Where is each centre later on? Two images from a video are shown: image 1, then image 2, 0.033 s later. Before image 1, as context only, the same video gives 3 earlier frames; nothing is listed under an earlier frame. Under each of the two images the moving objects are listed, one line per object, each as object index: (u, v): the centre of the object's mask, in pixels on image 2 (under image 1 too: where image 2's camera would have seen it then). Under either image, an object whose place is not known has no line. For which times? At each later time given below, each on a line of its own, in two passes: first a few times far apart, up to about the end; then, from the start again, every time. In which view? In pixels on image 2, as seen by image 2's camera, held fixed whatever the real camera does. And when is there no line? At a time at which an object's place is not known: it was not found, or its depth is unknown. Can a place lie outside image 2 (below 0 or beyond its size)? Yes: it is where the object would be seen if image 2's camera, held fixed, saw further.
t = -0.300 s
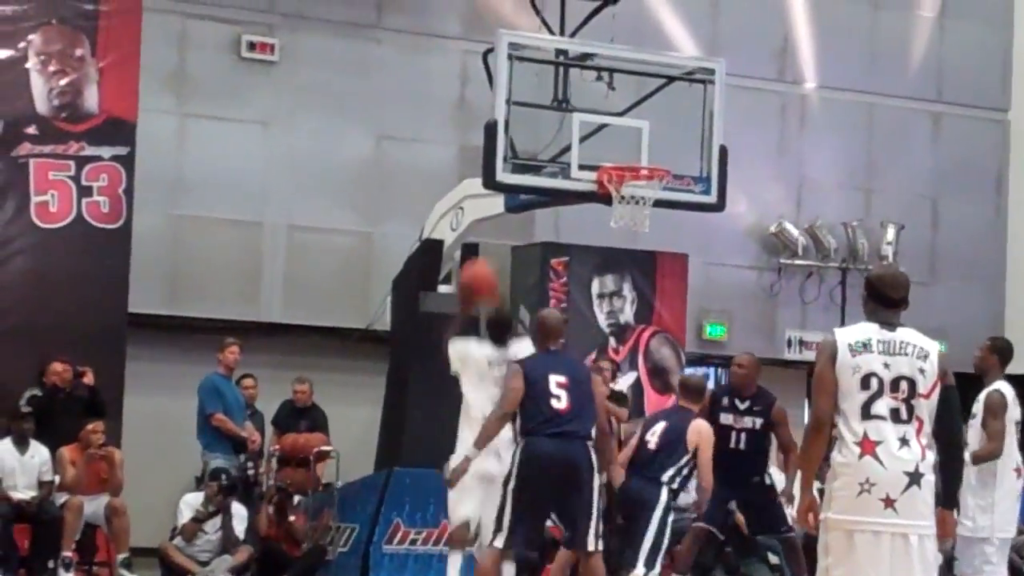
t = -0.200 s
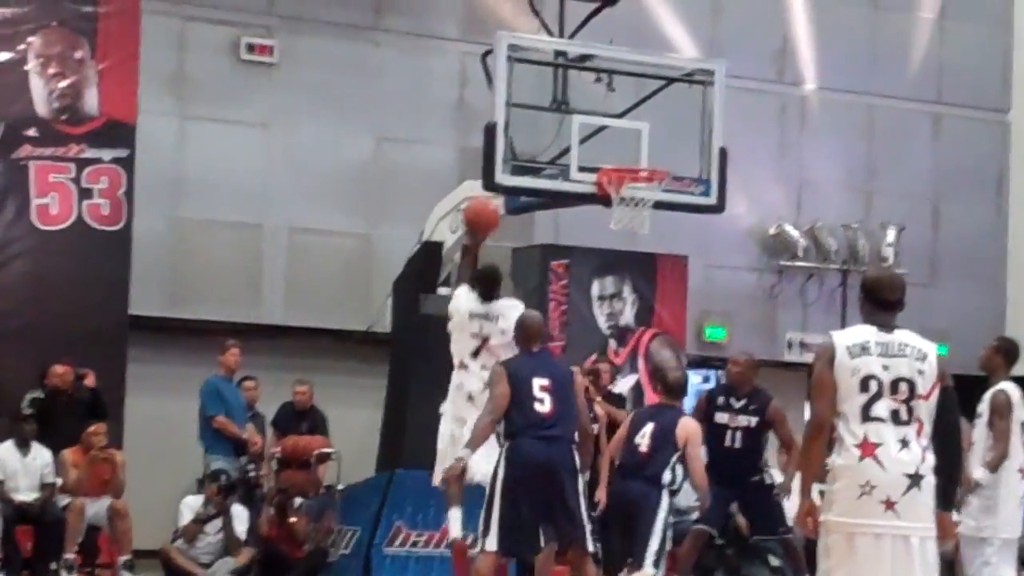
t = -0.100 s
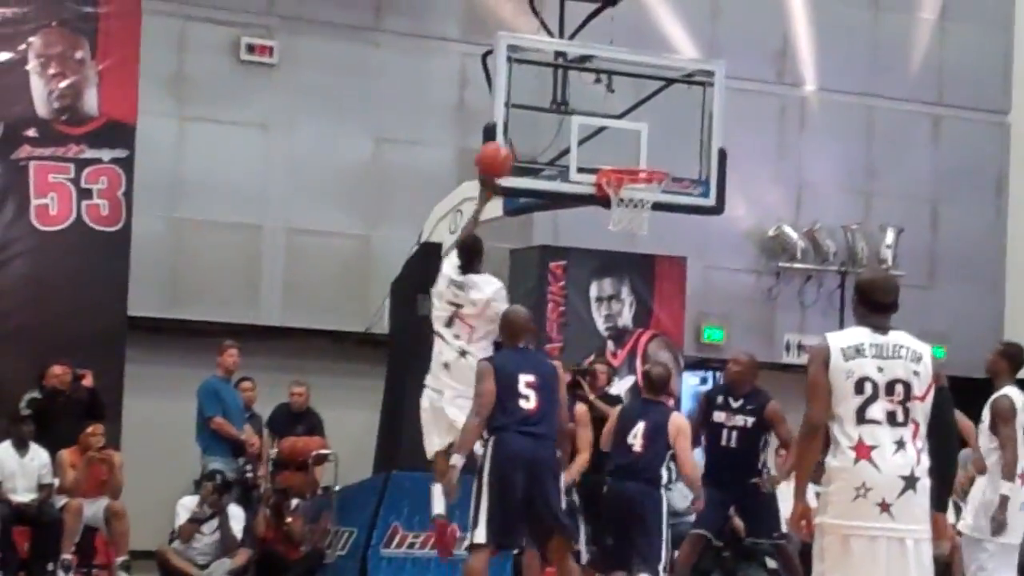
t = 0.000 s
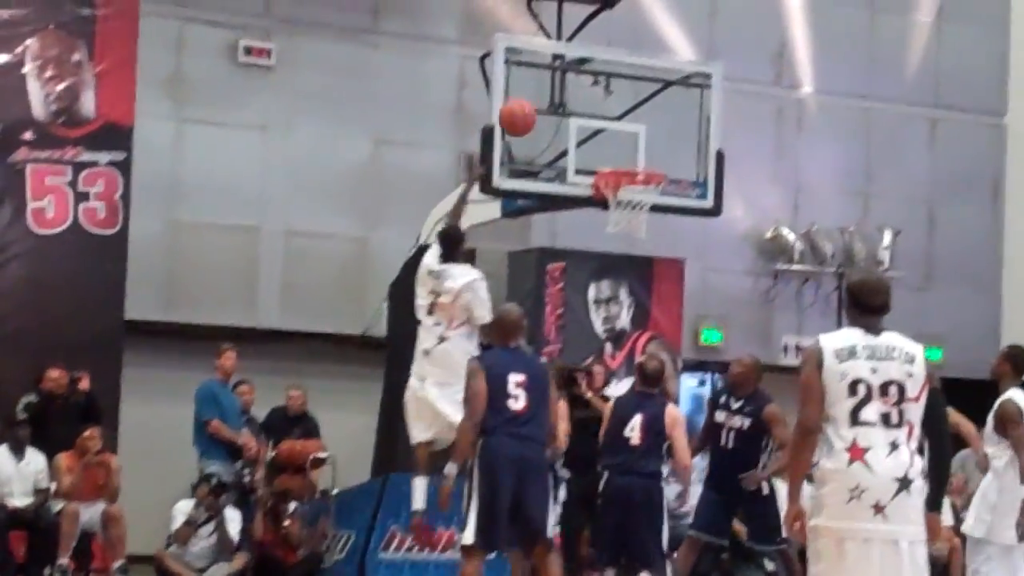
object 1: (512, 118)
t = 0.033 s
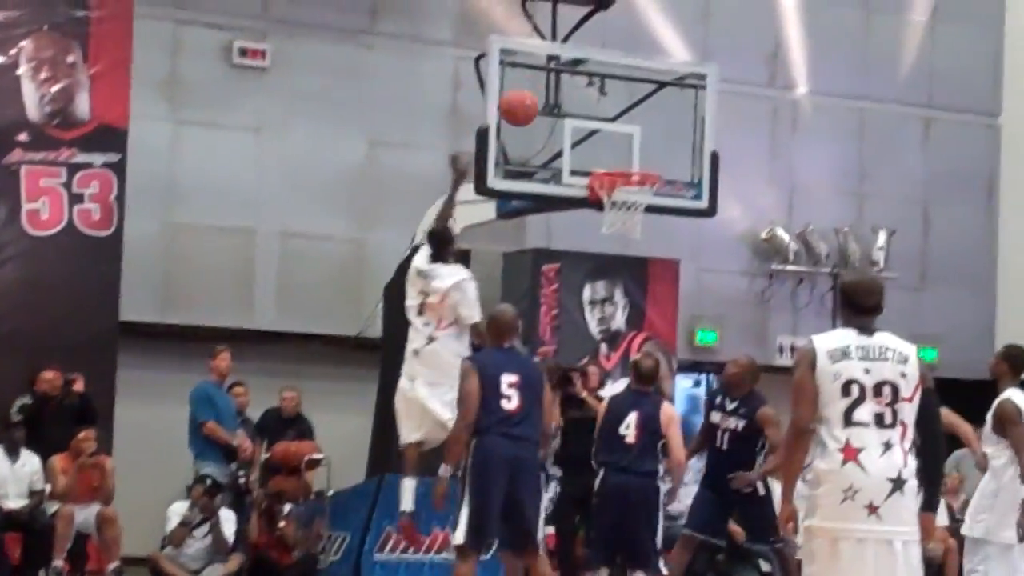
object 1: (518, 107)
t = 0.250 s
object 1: (566, 78)
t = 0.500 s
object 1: (611, 128)
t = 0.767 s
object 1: (667, 134)
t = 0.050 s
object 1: (523, 103)
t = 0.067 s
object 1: (527, 98)
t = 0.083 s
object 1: (530, 94)
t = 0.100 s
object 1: (534, 91)
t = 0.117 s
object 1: (538, 88)
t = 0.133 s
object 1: (542, 85)
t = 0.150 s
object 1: (545, 83)
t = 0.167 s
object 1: (548, 81)
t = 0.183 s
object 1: (552, 80)
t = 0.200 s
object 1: (556, 78)
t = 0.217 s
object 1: (559, 78)
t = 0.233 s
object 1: (563, 77)
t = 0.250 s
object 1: (566, 78)
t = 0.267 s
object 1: (570, 79)
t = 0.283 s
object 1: (573, 80)
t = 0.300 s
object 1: (576, 81)
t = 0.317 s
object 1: (579, 83)
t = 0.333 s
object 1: (583, 85)
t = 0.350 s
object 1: (586, 88)
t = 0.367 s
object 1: (588, 91)
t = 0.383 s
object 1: (591, 93)
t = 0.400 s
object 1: (593, 98)
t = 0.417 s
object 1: (597, 102)
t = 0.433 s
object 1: (600, 106)
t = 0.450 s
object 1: (603, 110)
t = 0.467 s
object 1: (606, 116)
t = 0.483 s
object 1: (609, 122)
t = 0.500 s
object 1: (611, 128)
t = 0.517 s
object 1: (613, 133)
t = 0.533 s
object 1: (617, 141)
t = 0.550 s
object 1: (619, 147)
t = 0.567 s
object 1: (623, 152)
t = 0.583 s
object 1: (628, 157)
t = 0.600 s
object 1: (633, 159)
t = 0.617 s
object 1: (636, 160)
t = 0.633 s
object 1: (640, 158)
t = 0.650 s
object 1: (643, 154)
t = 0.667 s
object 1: (647, 150)
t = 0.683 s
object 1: (650, 147)
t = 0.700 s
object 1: (654, 142)
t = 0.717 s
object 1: (657, 140)
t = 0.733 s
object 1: (660, 137)
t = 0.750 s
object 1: (664, 135)
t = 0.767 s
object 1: (667, 134)
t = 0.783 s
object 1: (670, 132)
